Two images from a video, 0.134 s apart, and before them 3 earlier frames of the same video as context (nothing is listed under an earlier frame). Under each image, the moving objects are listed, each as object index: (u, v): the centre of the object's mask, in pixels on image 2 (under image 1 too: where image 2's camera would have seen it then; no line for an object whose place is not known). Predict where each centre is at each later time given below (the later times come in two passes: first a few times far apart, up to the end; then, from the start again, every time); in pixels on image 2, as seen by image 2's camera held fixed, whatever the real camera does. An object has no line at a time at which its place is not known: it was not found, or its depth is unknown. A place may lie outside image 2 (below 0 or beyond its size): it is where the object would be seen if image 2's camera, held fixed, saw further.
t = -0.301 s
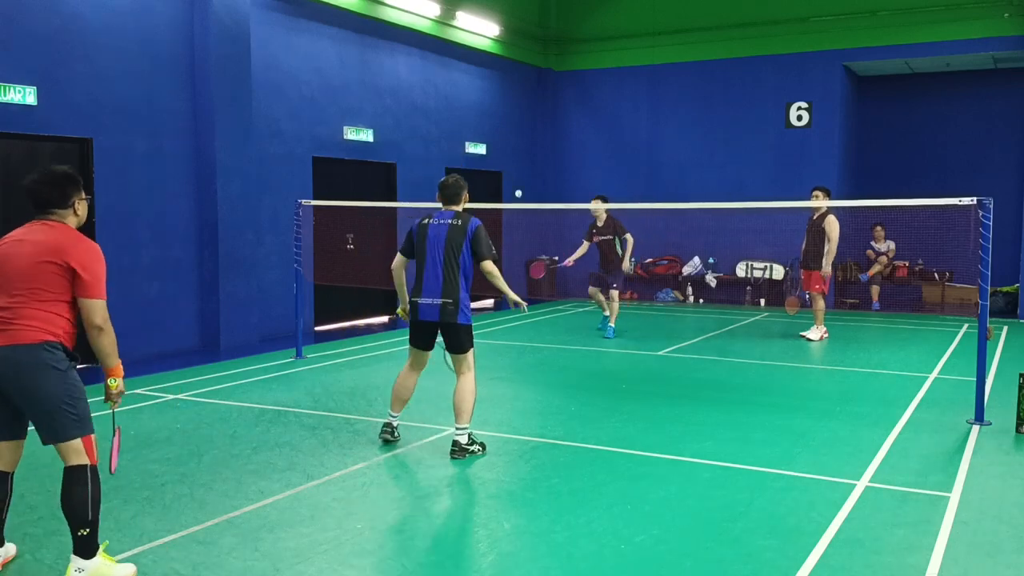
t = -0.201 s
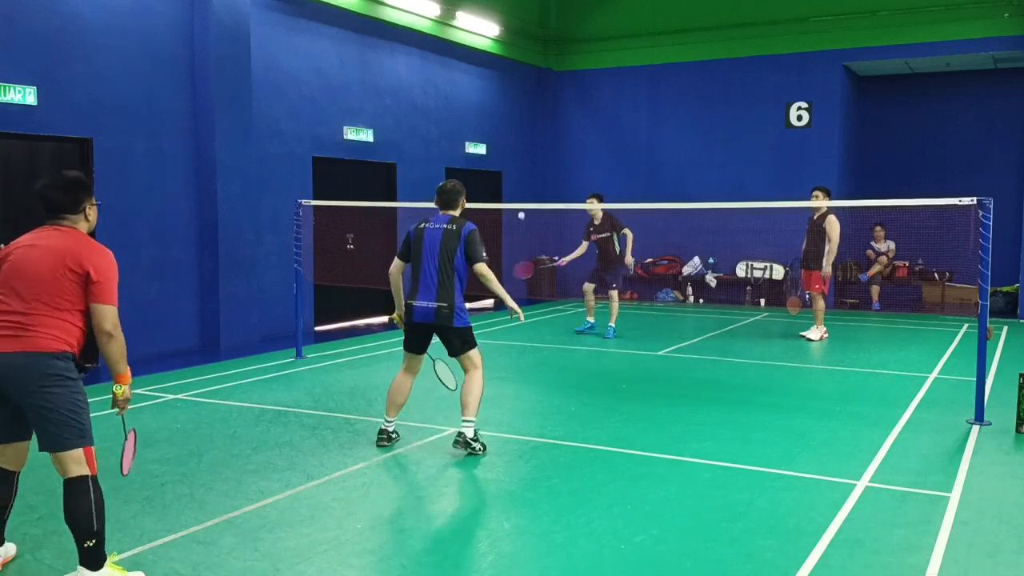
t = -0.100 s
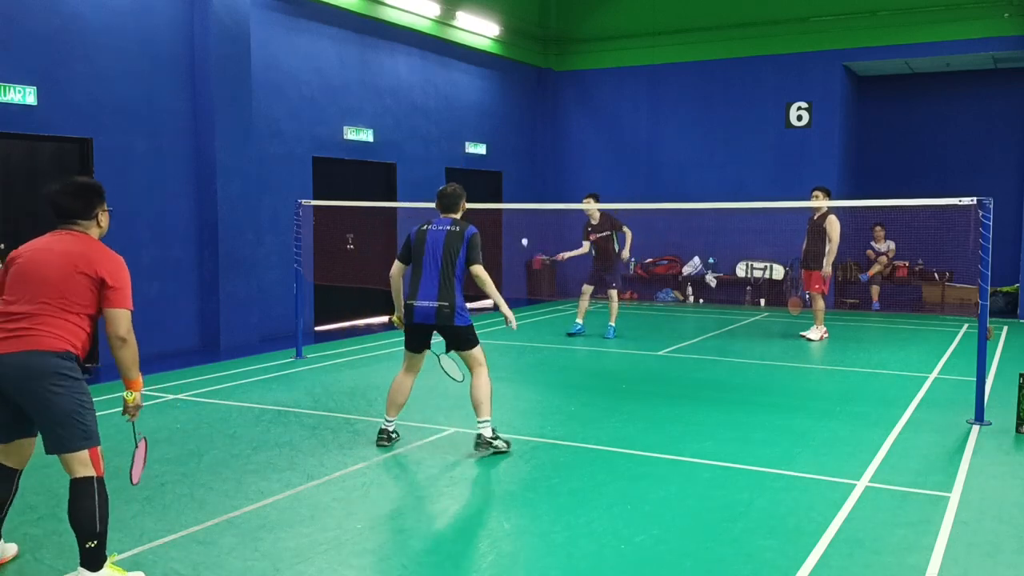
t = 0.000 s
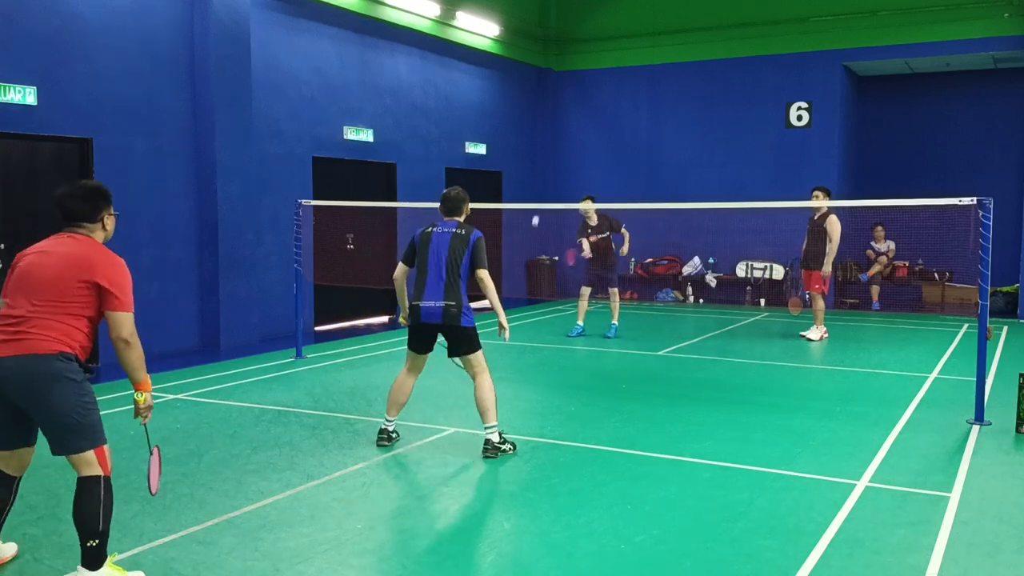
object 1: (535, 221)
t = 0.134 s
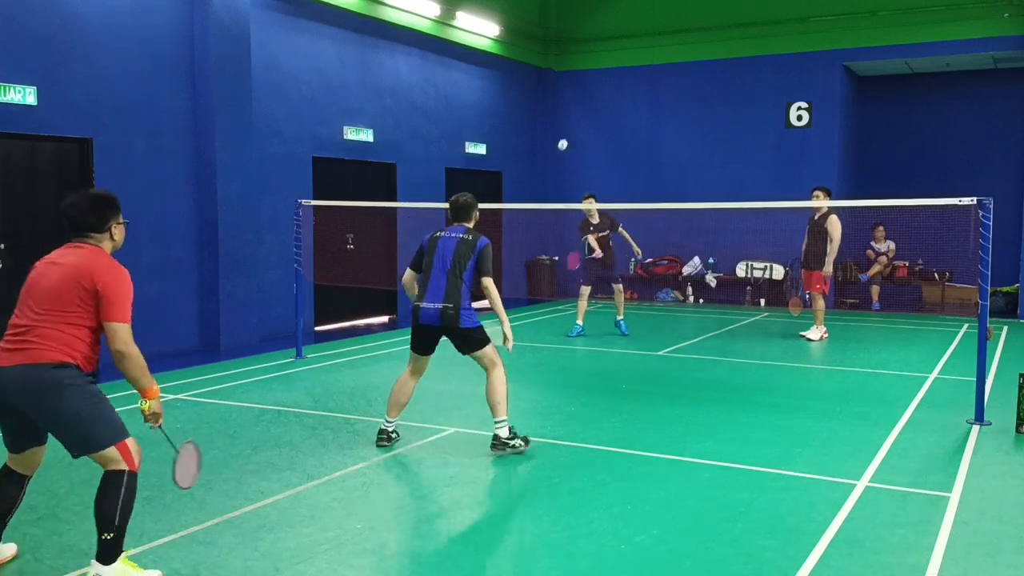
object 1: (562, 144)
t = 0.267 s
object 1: (587, 86)
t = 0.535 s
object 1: (638, 37)
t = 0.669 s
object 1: (666, 66)
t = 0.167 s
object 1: (568, 128)
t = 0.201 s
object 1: (574, 113)
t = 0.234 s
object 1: (580, 99)
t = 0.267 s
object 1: (587, 86)
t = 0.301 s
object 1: (592, 75)
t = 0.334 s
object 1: (599, 64)
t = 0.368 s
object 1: (605, 56)
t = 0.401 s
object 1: (612, 48)
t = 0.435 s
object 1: (618, 42)
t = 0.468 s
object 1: (625, 37)
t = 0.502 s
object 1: (632, 36)
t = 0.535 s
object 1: (638, 37)
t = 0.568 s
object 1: (645, 39)
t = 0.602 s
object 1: (652, 46)
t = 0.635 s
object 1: (659, 54)
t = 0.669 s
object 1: (666, 66)
